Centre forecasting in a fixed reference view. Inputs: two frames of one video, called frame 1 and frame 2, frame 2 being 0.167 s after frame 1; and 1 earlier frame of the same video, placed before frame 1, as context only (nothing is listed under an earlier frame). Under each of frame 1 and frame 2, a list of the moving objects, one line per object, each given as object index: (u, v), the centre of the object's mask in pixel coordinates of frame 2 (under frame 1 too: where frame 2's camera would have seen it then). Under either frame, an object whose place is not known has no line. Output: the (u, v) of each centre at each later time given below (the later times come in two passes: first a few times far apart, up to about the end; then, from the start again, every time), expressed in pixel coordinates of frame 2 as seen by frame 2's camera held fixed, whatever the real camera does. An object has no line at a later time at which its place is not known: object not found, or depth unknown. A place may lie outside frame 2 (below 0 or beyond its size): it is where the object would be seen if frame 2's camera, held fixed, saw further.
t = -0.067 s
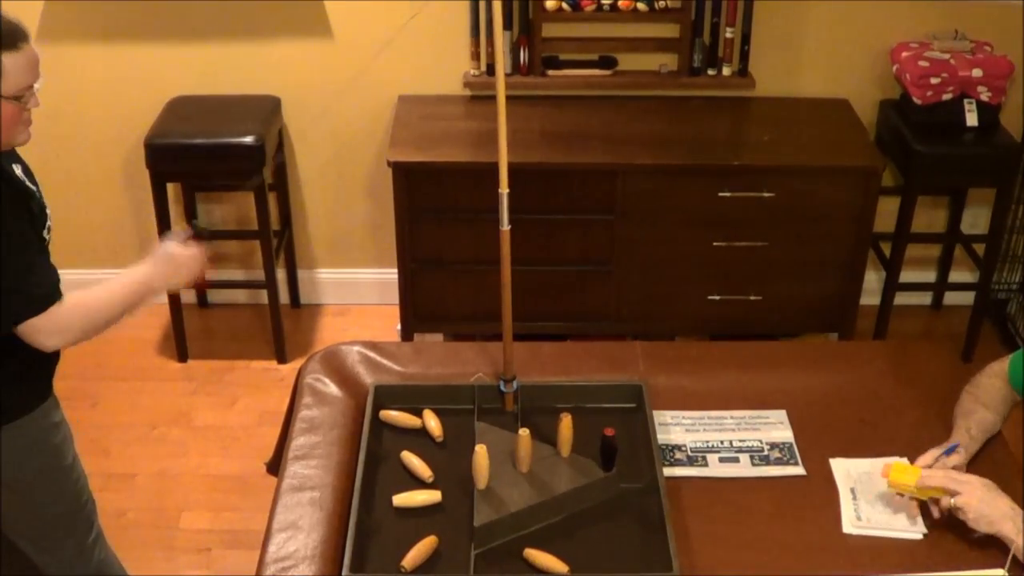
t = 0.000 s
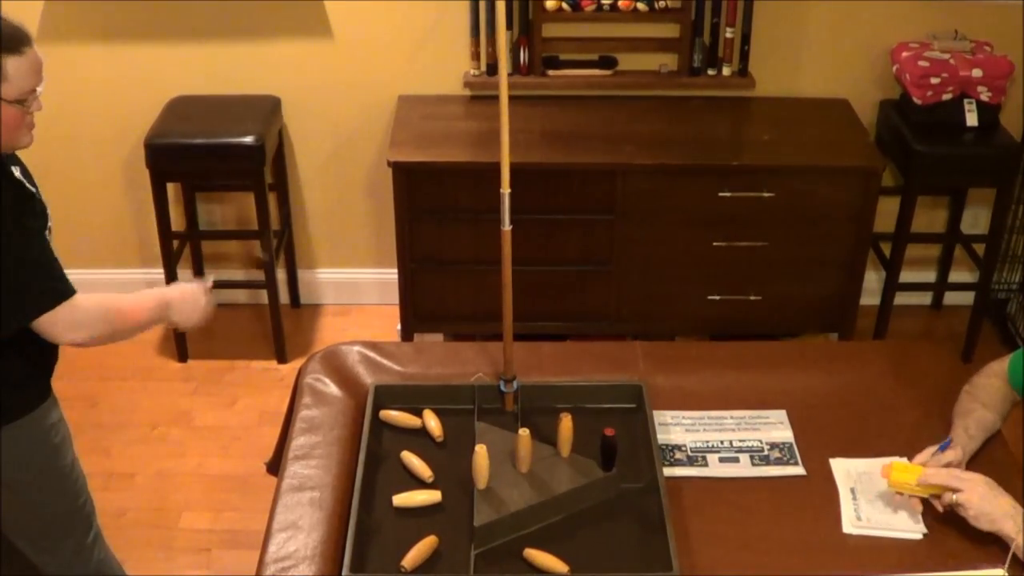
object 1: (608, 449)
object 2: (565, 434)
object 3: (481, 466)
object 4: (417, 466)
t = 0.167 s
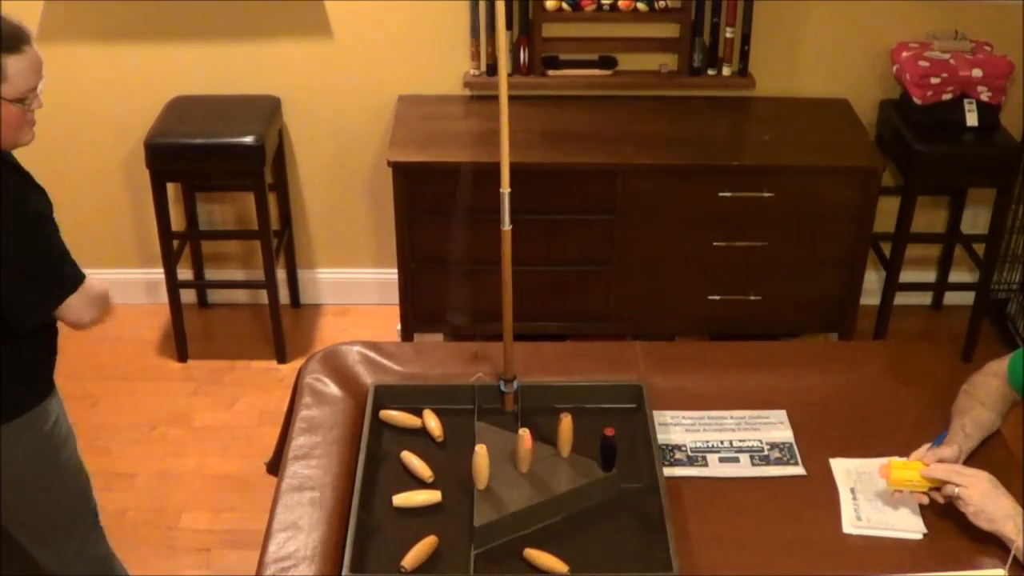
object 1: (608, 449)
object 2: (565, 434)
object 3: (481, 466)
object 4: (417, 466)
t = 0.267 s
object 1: (608, 449)
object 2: (565, 434)
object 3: (481, 466)
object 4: (417, 466)
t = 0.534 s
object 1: (608, 449)
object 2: (565, 434)
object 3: (481, 466)
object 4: (417, 466)
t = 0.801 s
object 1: (608, 449)
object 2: (565, 434)
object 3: (481, 466)
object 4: (417, 466)
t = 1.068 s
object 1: (613, 442)
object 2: (565, 434)
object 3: (480, 466)
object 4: (417, 466)
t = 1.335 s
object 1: (504, 479)
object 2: (534, 460)
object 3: (445, 485)
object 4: (416, 464)
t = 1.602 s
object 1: (501, 515)
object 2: (535, 467)
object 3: (401, 517)
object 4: (411, 465)
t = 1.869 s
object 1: (501, 559)
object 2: (544, 468)
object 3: (403, 523)
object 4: (394, 459)
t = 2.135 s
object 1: (512, 561)
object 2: (543, 462)
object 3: (406, 526)
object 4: (386, 456)
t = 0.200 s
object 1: (608, 449)
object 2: (565, 434)
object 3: (481, 466)
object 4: (417, 466)
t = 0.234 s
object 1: (608, 449)
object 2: (565, 434)
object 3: (481, 466)
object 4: (417, 466)
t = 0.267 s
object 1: (608, 449)
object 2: (565, 434)
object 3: (481, 466)
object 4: (417, 466)
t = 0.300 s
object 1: (608, 449)
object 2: (565, 434)
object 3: (480, 466)
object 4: (417, 466)
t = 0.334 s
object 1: (608, 449)
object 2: (565, 434)
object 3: (480, 466)
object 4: (417, 466)
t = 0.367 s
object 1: (608, 449)
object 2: (565, 434)
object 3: (480, 466)
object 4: (417, 466)
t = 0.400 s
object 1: (608, 449)
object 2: (565, 434)
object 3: (480, 466)
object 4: (417, 466)
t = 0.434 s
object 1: (608, 449)
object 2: (565, 434)
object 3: (480, 466)
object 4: (417, 466)
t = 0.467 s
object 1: (608, 449)
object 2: (565, 434)
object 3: (480, 466)
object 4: (417, 466)
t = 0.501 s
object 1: (608, 449)
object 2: (565, 434)
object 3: (480, 466)
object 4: (417, 466)
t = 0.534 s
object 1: (608, 449)
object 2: (565, 434)
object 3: (481, 466)
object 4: (417, 466)
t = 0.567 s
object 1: (608, 449)
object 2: (565, 434)
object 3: (481, 466)
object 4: (417, 466)
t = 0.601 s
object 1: (608, 449)
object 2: (565, 434)
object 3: (480, 466)
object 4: (417, 466)
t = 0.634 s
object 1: (608, 449)
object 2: (565, 434)
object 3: (480, 466)
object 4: (417, 466)
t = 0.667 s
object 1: (608, 449)
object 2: (565, 434)
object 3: (480, 466)
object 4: (417, 466)
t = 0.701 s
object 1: (608, 449)
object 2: (565, 434)
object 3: (481, 466)
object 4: (417, 466)
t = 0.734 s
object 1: (608, 449)
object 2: (565, 434)
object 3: (481, 466)
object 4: (417, 466)
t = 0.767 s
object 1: (608, 449)
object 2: (565, 434)
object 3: (480, 466)
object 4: (417, 466)
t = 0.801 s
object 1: (608, 449)
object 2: (565, 434)
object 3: (481, 466)
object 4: (417, 466)
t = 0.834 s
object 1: (608, 449)
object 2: (565, 434)
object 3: (481, 466)
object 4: (417, 466)
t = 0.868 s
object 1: (608, 449)
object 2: (565, 434)
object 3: (481, 466)
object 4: (417, 466)
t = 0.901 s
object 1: (608, 449)
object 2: (565, 434)
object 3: (481, 466)
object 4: (417, 466)
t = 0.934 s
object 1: (608, 449)
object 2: (565, 434)
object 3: (481, 466)
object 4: (417, 466)
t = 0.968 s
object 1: (608, 449)
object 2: (565, 434)
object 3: (480, 466)
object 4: (417, 466)
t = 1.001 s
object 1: (608, 449)
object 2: (565, 434)
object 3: (480, 466)
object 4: (417, 466)
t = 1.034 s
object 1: (608, 449)
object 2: (565, 434)
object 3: (480, 466)
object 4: (417, 466)
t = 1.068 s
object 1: (613, 442)
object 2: (565, 434)
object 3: (480, 466)
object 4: (417, 466)
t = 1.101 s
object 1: (588, 445)
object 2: (564, 429)
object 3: (480, 466)
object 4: (417, 466)
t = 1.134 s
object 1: (546, 459)
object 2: (564, 434)
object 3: (480, 466)
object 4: (417, 466)
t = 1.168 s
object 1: (534, 456)
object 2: (555, 436)
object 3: (480, 466)
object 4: (417, 466)
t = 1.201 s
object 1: (523, 465)
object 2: (545, 441)
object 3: (480, 466)
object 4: (417, 466)
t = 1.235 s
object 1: (513, 468)
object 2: (541, 449)
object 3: (474, 465)
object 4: (417, 466)
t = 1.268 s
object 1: (511, 471)
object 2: (540, 454)
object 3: (464, 468)
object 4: (417, 466)
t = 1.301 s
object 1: (508, 472)
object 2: (536, 456)
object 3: (455, 475)
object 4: (417, 466)
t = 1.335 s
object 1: (504, 479)
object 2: (534, 460)
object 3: (445, 485)
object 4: (416, 464)
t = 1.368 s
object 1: (501, 486)
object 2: (532, 462)
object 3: (440, 498)
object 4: (417, 466)
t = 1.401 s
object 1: (499, 497)
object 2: (532, 463)
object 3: (434, 509)
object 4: (417, 466)
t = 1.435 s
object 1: (498, 498)
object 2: (533, 463)
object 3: (428, 506)
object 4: (417, 465)
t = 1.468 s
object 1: (495, 500)
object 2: (533, 464)
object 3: (423, 513)
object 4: (414, 464)
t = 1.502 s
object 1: (496, 505)
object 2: (533, 466)
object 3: (416, 512)
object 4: (414, 463)
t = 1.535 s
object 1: (497, 508)
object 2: (533, 466)
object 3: (410, 519)
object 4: (414, 464)
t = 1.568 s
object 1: (499, 510)
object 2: (534, 467)
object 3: (406, 519)
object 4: (413, 465)
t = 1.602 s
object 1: (501, 515)
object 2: (535, 467)
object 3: (401, 517)
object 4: (411, 465)
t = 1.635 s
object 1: (504, 528)
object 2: (536, 468)
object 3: (398, 517)
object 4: (409, 464)
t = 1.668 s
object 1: (500, 543)
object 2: (537, 468)
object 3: (398, 518)
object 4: (407, 464)
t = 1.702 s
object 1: (507, 544)
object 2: (539, 469)
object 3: (400, 518)
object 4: (405, 463)
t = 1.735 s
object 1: (505, 543)
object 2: (539, 469)
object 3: (402, 518)
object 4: (403, 462)
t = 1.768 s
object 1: (503, 548)
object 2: (541, 469)
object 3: (404, 520)
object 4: (400, 461)
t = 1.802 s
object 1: (501, 554)
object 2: (542, 468)
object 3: (404, 521)
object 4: (398, 461)
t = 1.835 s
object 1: (500, 559)
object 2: (543, 468)
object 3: (403, 522)
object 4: (396, 460)
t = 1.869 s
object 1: (501, 559)
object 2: (544, 468)
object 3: (403, 523)
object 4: (394, 459)
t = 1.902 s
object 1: (505, 561)
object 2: (544, 466)
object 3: (404, 523)
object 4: (393, 459)
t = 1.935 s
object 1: (507, 559)
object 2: (545, 466)
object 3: (405, 524)
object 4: (392, 458)
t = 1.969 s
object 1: (509, 559)
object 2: (545, 465)
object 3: (404, 524)
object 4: (391, 458)
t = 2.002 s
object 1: (508, 562)
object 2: (546, 464)
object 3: (405, 525)
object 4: (390, 457)
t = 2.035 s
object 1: (509, 562)
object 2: (545, 463)
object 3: (406, 525)
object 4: (389, 457)
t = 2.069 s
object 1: (511, 562)
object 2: (545, 462)
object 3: (406, 525)
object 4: (388, 456)
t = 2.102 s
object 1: (512, 561)
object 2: (543, 462)
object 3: (405, 526)
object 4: (387, 456)
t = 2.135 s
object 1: (512, 561)
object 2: (543, 462)
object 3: (406, 526)
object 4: (386, 456)
